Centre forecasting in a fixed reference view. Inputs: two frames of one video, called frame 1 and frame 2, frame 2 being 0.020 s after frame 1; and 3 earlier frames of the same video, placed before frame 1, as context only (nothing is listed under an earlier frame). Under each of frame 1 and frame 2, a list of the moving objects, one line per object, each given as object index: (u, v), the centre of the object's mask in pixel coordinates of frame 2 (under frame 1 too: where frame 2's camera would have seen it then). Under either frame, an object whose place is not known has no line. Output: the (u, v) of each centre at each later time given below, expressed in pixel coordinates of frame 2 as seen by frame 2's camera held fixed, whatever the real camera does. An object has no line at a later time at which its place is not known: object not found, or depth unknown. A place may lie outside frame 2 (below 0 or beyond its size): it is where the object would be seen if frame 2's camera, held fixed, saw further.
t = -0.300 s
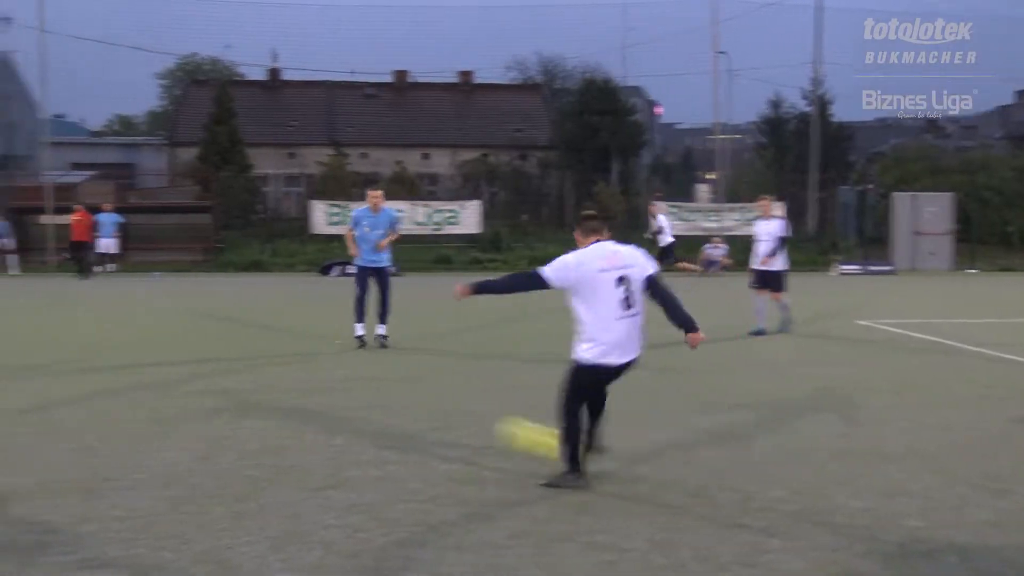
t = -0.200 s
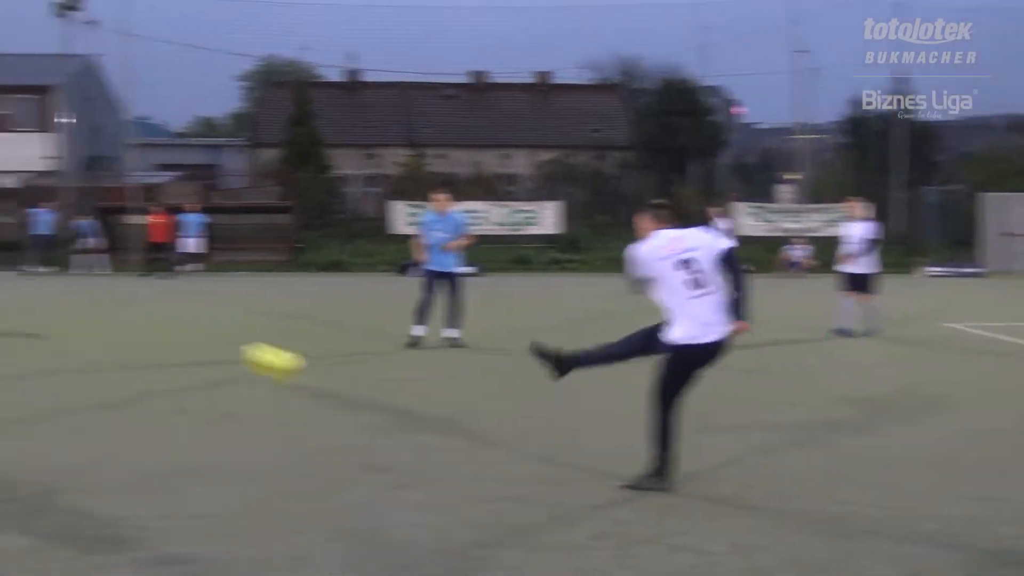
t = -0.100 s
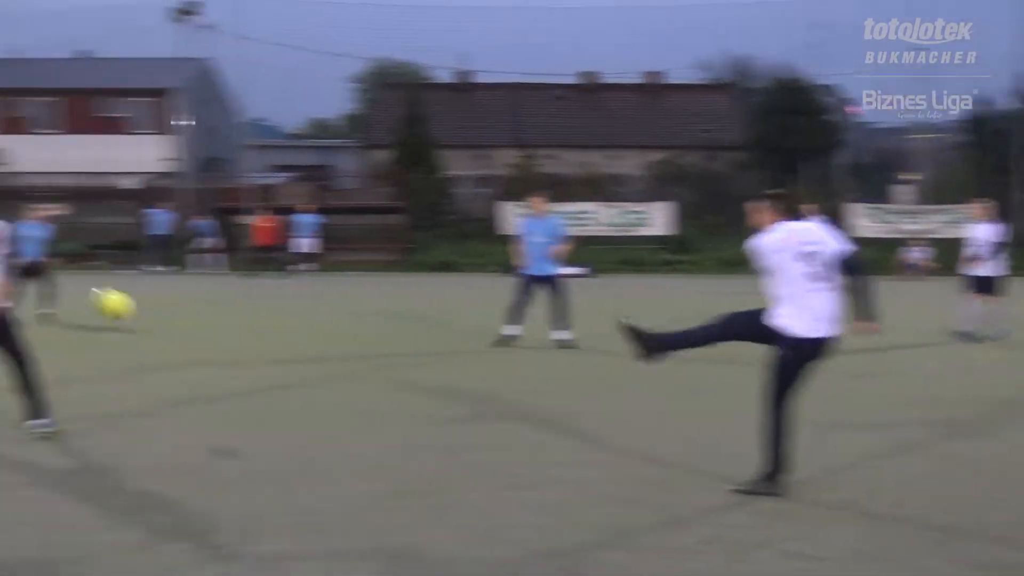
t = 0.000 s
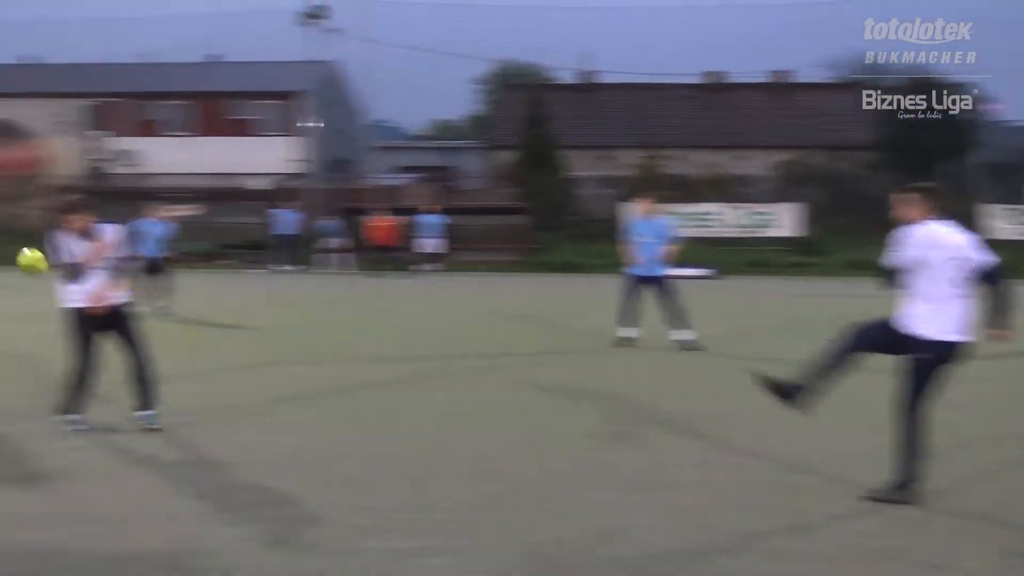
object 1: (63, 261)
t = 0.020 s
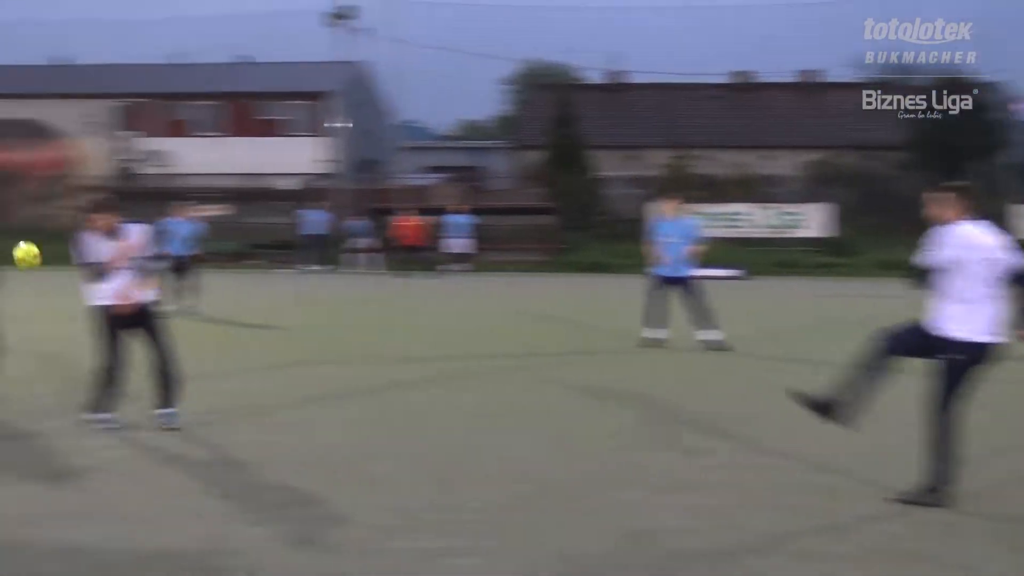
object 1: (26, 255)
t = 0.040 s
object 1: (-5, 251)
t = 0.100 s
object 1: (-102, 235)
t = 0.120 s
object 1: (-128, 231)
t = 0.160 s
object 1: (-191, 224)
